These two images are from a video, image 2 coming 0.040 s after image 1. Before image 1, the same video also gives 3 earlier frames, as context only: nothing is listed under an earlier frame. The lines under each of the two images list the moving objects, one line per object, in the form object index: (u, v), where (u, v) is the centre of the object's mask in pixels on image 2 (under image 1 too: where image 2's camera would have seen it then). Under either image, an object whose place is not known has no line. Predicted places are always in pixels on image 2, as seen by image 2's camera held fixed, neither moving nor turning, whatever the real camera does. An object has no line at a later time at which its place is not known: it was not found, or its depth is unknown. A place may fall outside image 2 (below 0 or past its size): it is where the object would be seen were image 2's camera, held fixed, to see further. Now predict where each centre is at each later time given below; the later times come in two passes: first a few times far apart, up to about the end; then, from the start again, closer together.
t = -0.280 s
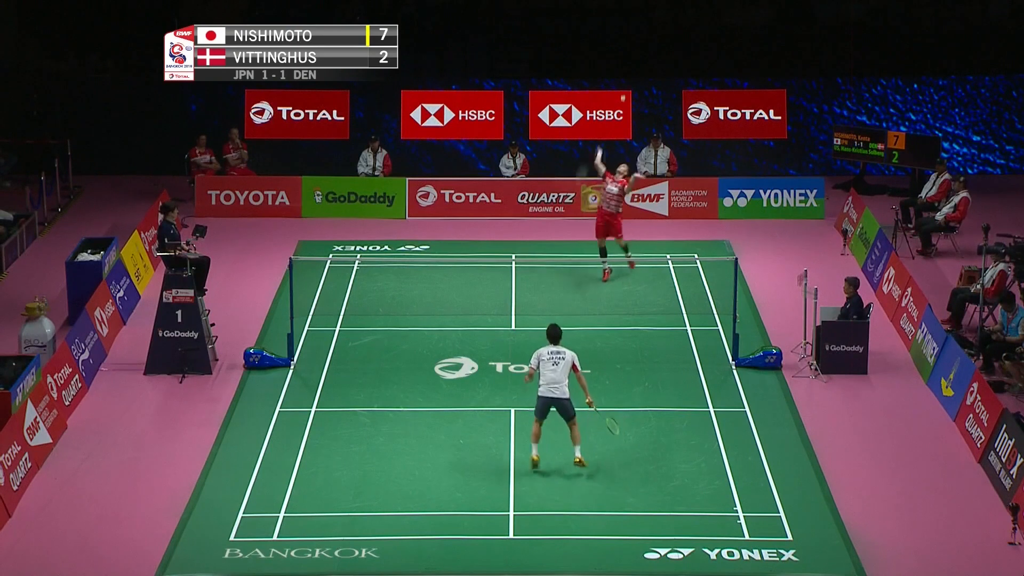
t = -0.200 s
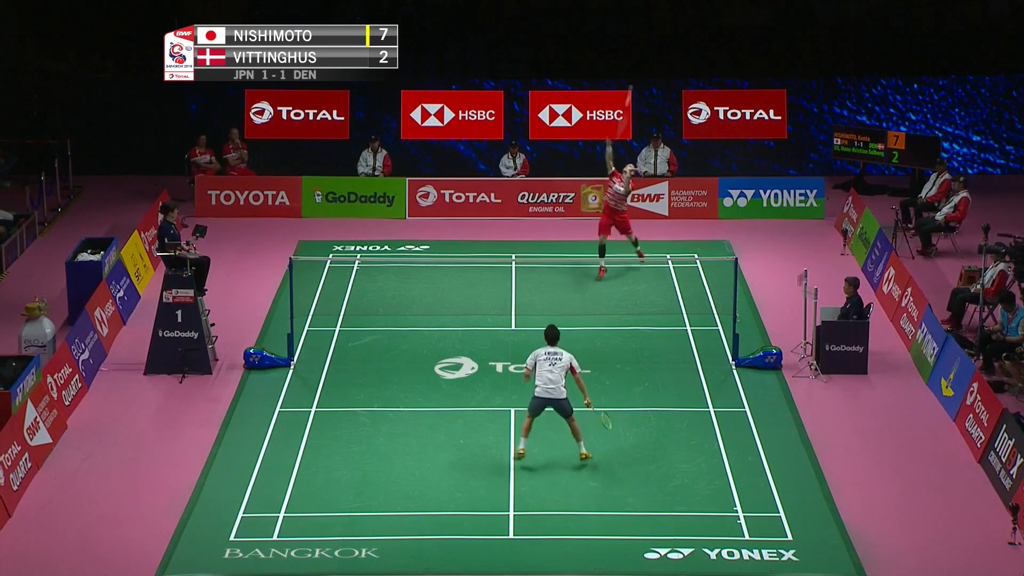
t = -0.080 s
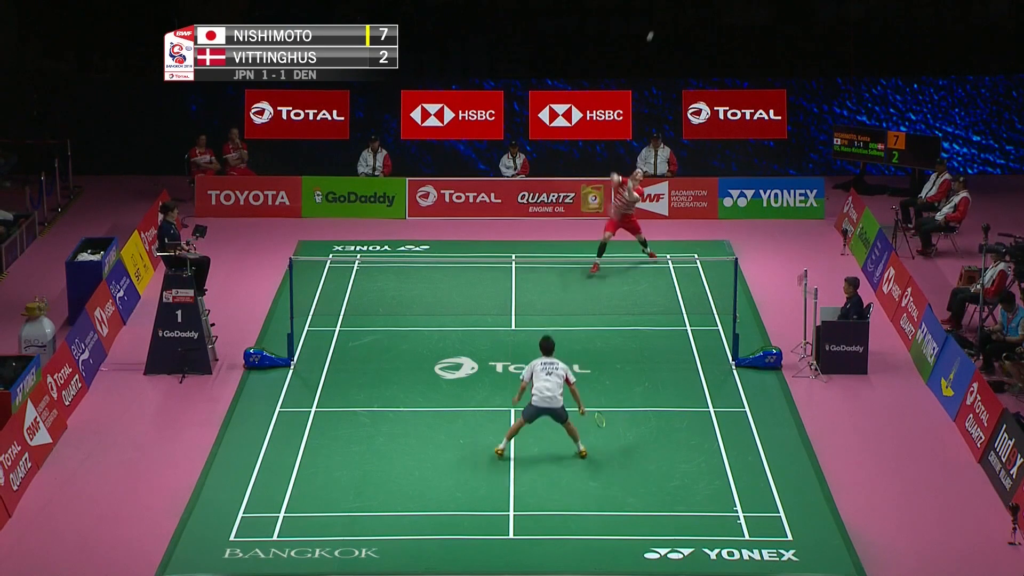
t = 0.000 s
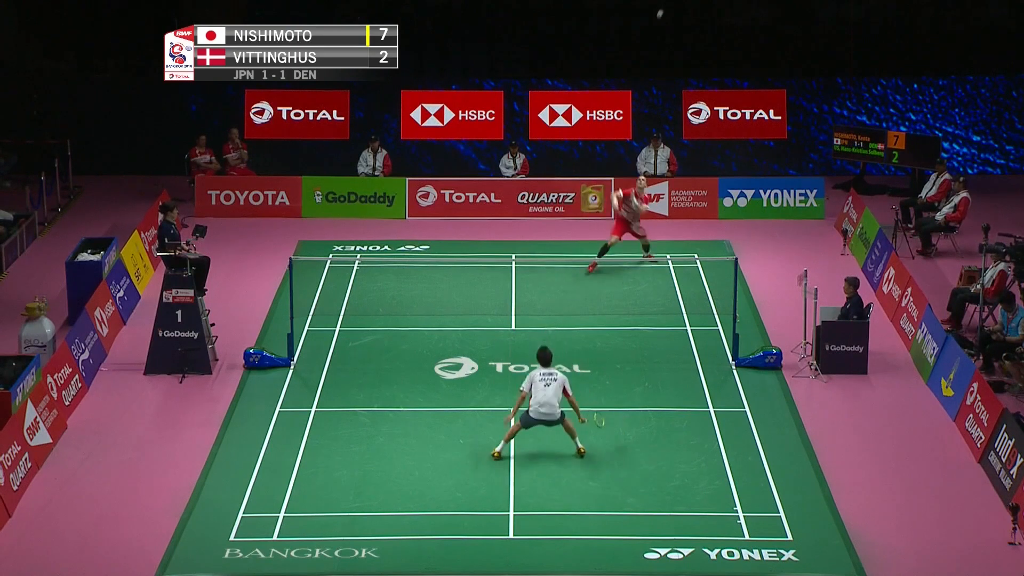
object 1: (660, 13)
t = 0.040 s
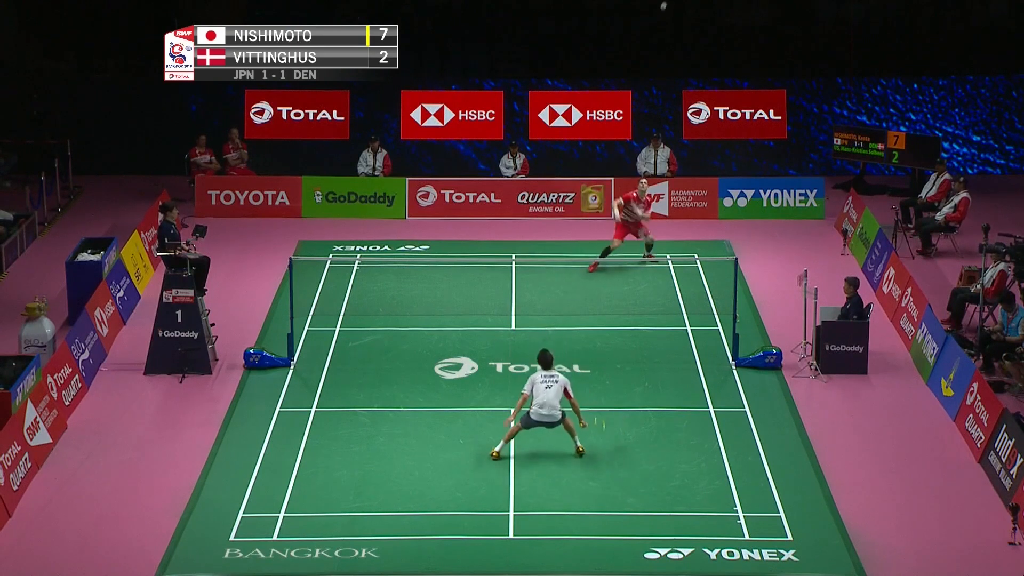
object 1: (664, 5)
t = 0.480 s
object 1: (687, 11)
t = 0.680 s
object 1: (691, 59)
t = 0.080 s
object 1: (667, 2)
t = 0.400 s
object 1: (684, 2)
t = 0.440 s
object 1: (686, 4)
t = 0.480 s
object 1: (687, 11)
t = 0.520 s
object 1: (688, 19)
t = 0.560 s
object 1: (689, 27)
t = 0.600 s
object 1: (689, 37)
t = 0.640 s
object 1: (690, 47)
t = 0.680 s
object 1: (691, 59)
